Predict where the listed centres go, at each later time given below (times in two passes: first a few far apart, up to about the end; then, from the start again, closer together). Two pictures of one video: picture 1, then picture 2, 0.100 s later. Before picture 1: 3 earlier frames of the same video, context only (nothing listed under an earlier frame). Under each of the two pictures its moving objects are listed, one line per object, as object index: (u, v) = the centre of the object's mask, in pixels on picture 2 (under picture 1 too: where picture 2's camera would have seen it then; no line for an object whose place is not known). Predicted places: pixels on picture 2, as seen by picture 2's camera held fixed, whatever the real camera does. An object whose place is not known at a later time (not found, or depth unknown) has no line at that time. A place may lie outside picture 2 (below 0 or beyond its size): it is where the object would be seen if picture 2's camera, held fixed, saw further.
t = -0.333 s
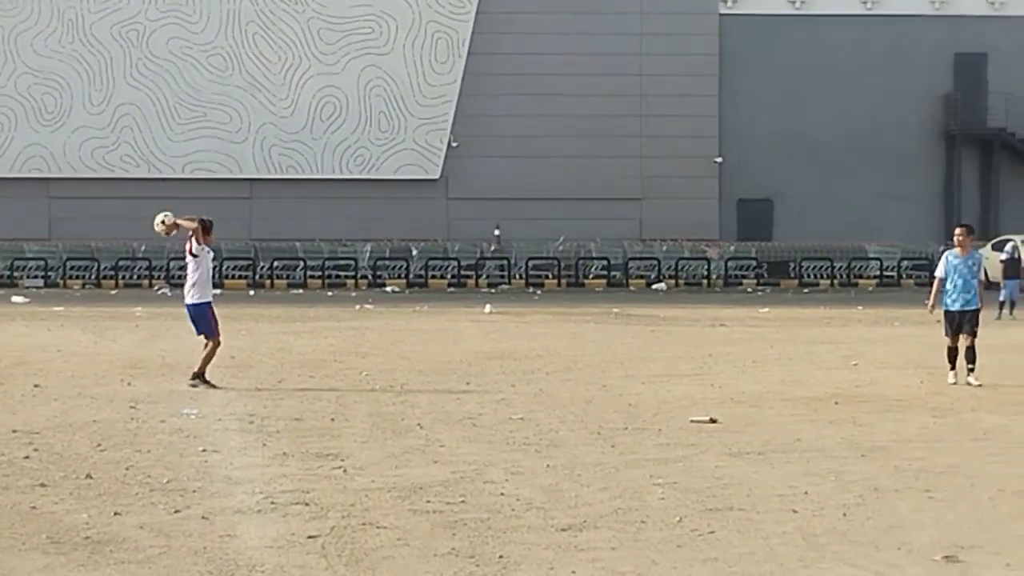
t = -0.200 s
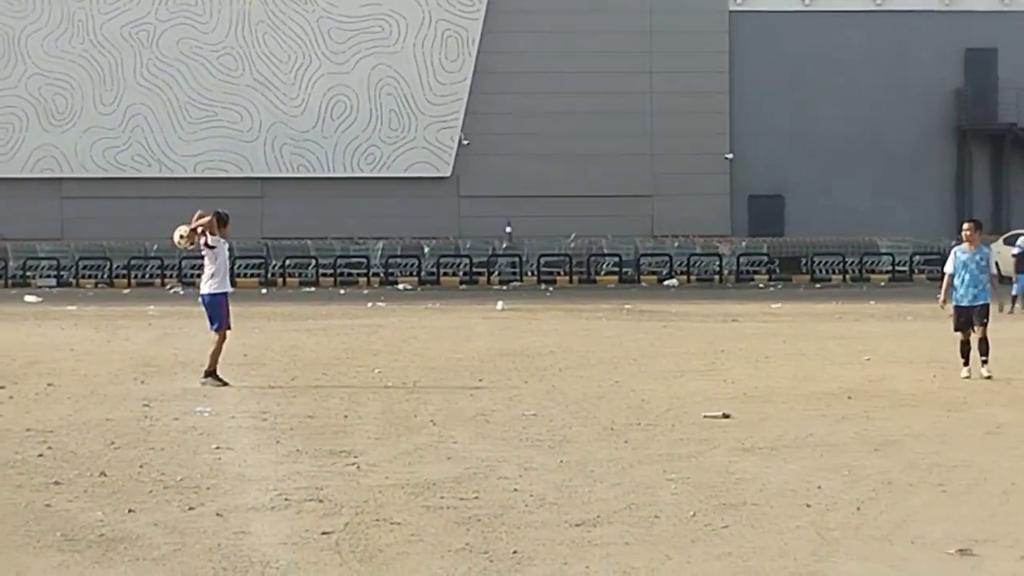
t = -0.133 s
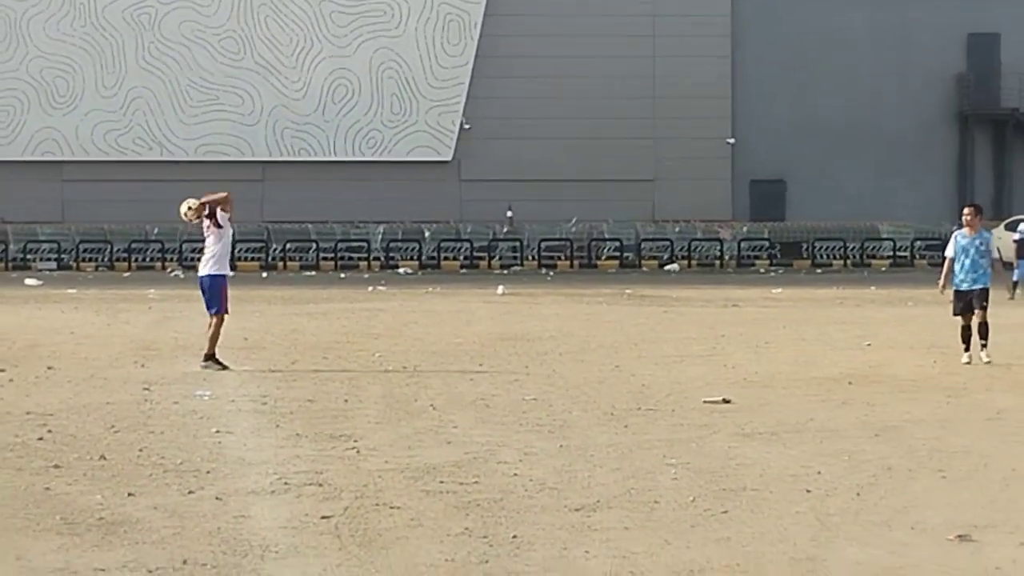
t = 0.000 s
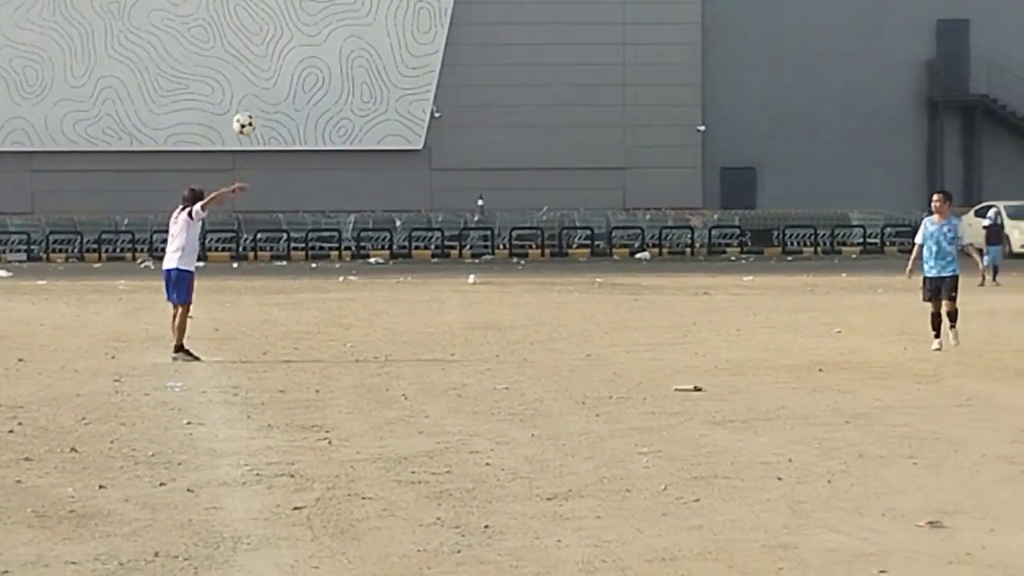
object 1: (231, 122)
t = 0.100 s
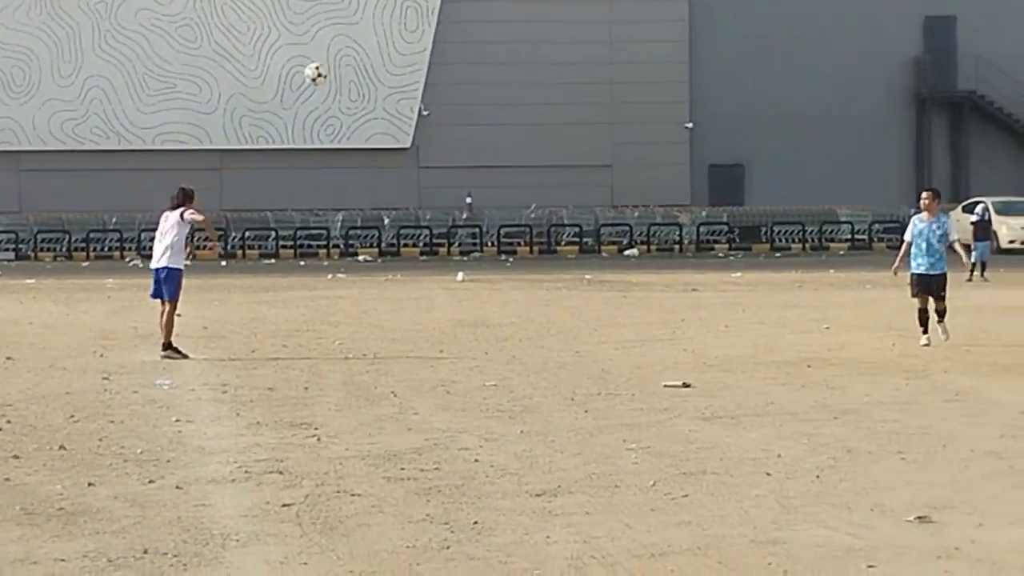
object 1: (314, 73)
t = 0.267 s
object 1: (447, 20)
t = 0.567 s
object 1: (664, 2)
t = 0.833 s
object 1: (837, 55)
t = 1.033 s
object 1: (954, 136)
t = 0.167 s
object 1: (368, 48)
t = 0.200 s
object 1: (395, 37)
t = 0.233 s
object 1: (420, 28)
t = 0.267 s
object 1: (447, 20)
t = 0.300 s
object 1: (473, 14)
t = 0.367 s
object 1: (522, 7)
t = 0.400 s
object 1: (547, 5)
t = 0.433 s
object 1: (571, 4)
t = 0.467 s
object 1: (594, 2)
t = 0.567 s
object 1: (664, 2)
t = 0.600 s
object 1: (687, 4)
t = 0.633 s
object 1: (709, 8)
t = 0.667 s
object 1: (731, 13)
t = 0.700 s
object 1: (753, 19)
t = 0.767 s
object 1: (795, 35)
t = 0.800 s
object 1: (816, 45)
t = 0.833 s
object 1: (837, 55)
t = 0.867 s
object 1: (857, 66)
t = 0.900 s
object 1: (876, 78)
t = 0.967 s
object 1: (917, 105)
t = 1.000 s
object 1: (936, 120)
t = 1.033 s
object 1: (954, 136)
